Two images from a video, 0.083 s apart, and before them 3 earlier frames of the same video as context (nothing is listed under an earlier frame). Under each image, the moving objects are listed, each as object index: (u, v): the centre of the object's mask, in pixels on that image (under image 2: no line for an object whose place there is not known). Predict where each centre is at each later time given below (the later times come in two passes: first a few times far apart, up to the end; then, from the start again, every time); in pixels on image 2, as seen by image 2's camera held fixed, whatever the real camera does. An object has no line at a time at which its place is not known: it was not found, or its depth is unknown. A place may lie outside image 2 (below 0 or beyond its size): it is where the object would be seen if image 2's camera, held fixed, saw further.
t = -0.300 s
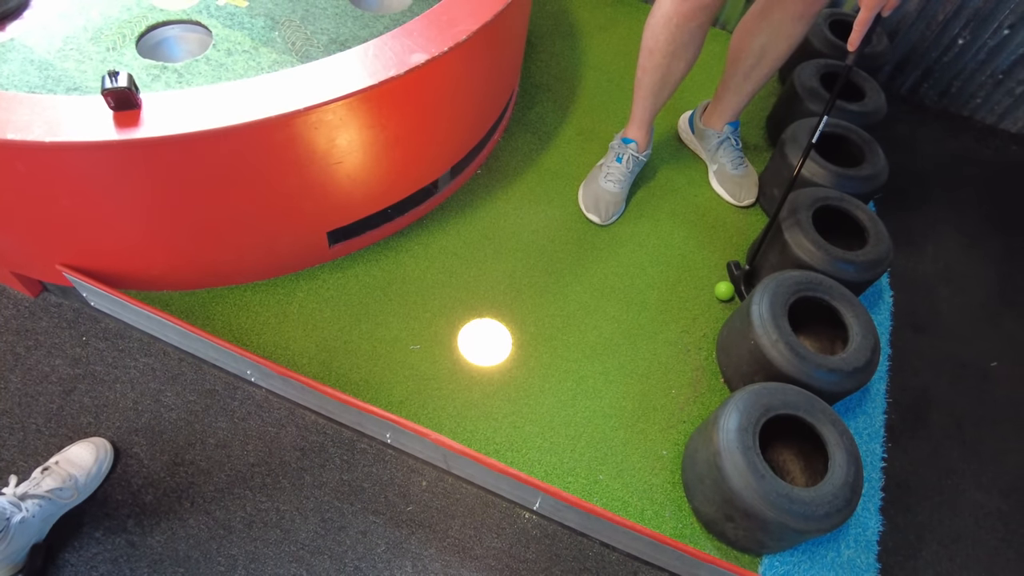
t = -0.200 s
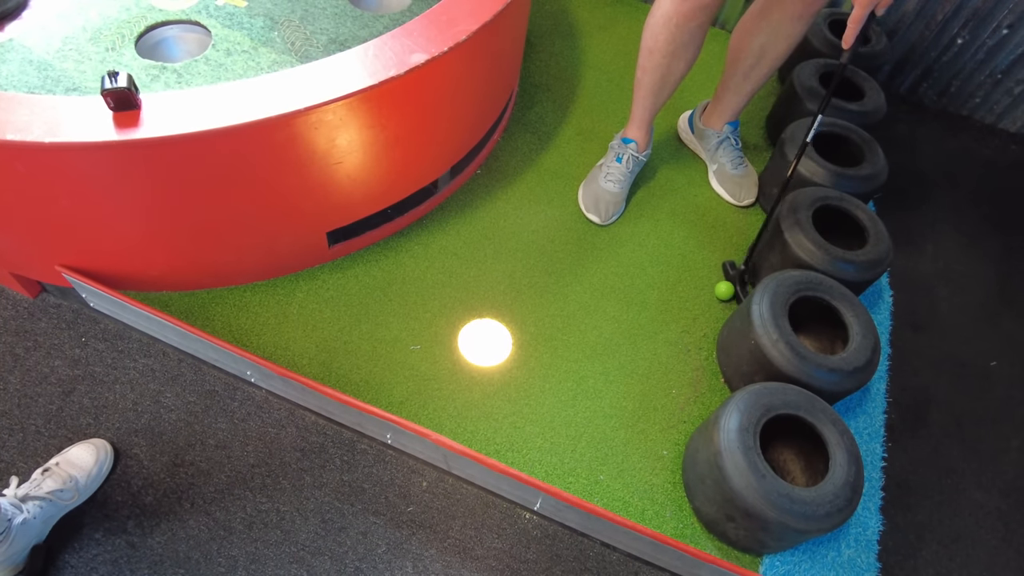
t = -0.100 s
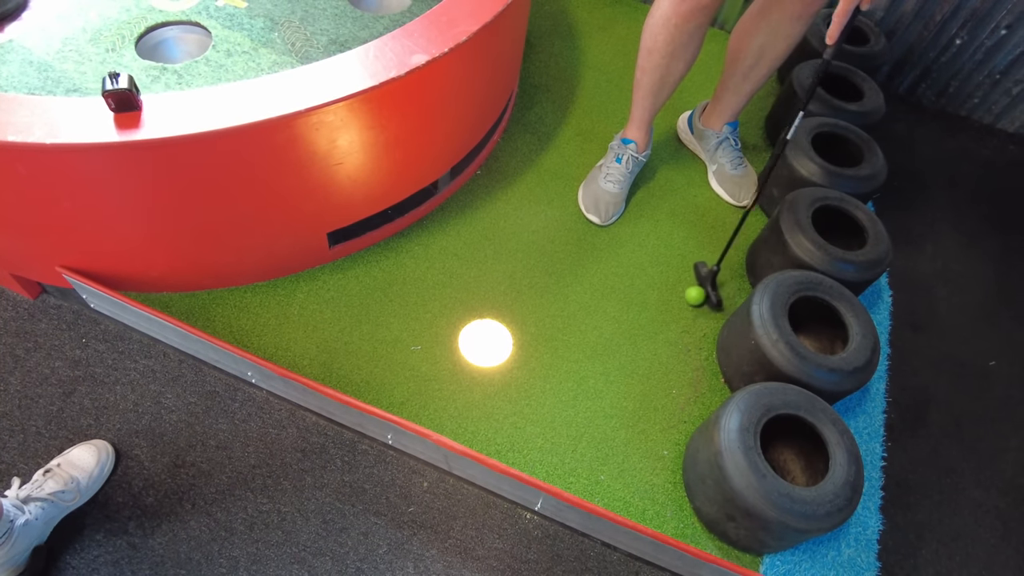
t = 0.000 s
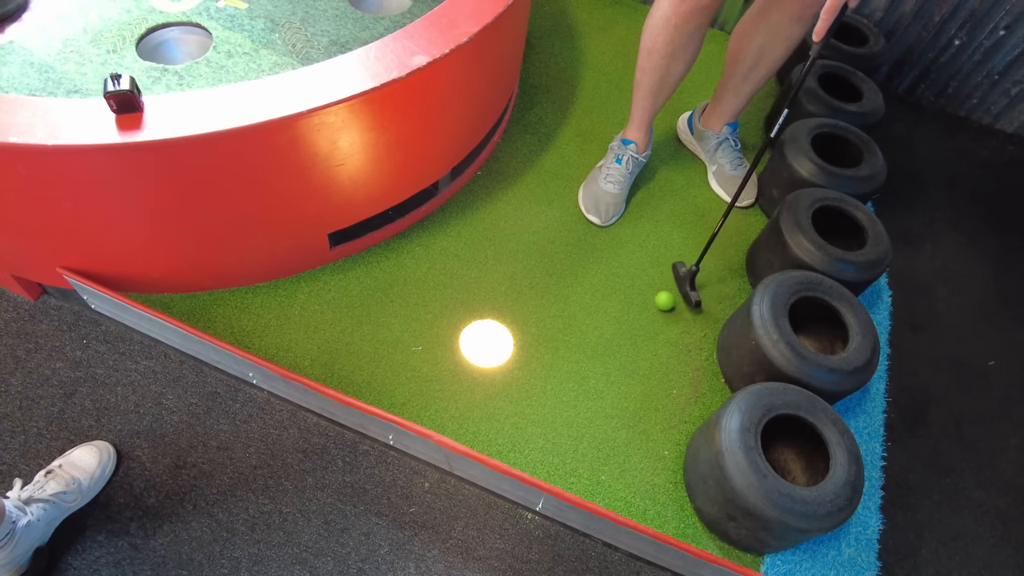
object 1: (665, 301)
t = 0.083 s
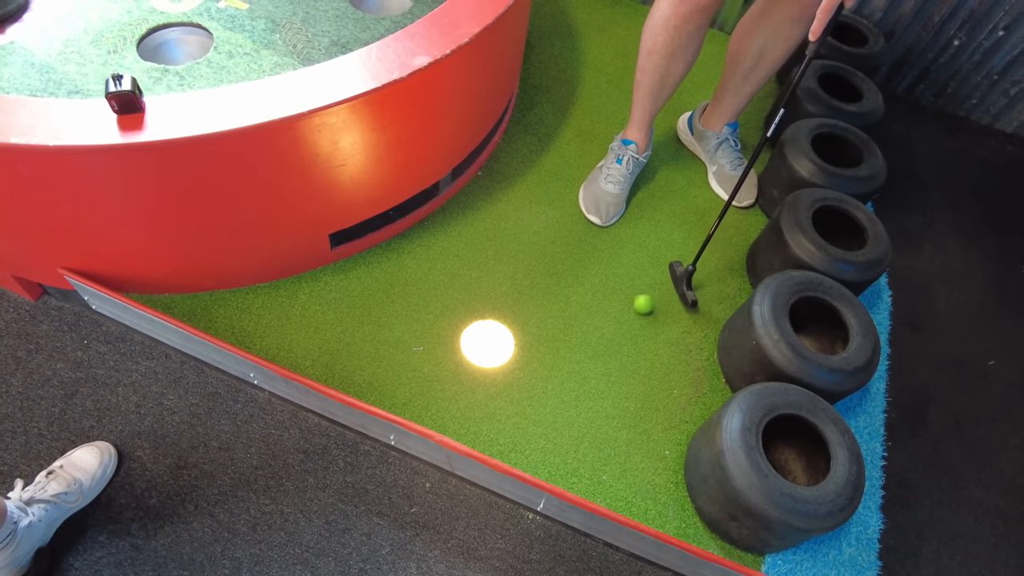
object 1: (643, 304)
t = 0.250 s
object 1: (603, 312)
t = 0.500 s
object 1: (549, 321)
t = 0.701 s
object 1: (514, 328)
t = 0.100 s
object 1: (639, 305)
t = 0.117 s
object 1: (635, 306)
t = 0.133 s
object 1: (631, 306)
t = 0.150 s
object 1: (626, 307)
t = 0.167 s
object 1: (623, 308)
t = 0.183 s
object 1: (618, 309)
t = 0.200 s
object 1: (614, 310)
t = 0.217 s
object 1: (610, 310)
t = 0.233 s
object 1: (606, 311)
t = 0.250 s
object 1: (603, 312)
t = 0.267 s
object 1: (599, 312)
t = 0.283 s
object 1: (595, 313)
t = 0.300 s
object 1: (591, 314)
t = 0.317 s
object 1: (587, 314)
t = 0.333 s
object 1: (583, 315)
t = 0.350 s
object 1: (579, 315)
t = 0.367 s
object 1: (576, 316)
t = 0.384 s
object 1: (573, 316)
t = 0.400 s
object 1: (569, 317)
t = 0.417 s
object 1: (565, 318)
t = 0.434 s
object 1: (562, 318)
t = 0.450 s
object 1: (558, 319)
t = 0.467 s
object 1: (555, 319)
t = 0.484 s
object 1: (552, 320)
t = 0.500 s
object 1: (549, 321)
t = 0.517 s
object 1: (545, 322)
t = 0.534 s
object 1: (542, 322)
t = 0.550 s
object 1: (539, 323)
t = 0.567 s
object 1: (536, 323)
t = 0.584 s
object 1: (533, 324)
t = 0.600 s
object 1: (530, 325)
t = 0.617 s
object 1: (527, 325)
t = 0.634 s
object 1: (524, 326)
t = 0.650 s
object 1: (521, 327)
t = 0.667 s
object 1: (519, 328)
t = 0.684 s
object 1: (516, 328)
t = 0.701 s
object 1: (514, 328)
